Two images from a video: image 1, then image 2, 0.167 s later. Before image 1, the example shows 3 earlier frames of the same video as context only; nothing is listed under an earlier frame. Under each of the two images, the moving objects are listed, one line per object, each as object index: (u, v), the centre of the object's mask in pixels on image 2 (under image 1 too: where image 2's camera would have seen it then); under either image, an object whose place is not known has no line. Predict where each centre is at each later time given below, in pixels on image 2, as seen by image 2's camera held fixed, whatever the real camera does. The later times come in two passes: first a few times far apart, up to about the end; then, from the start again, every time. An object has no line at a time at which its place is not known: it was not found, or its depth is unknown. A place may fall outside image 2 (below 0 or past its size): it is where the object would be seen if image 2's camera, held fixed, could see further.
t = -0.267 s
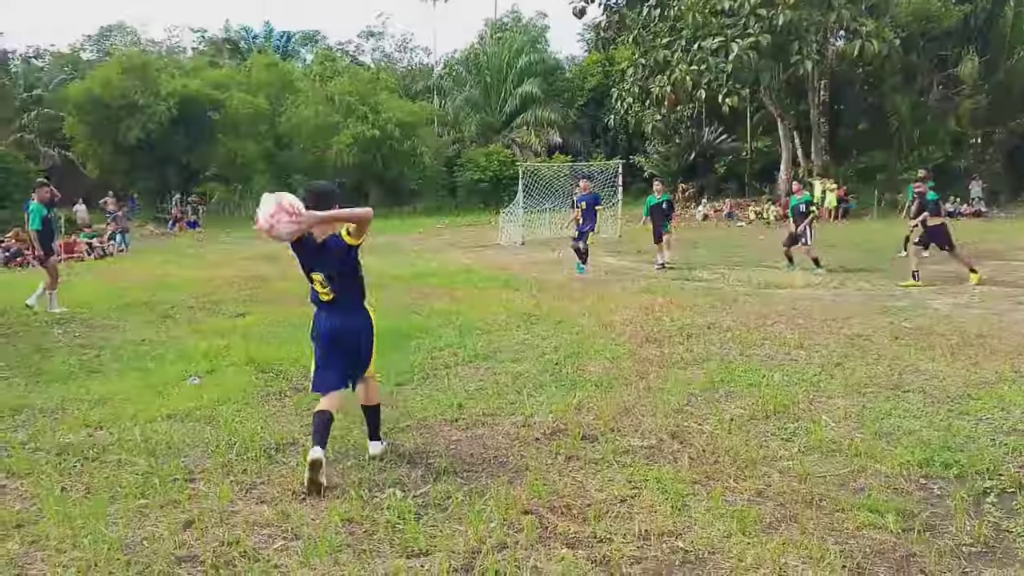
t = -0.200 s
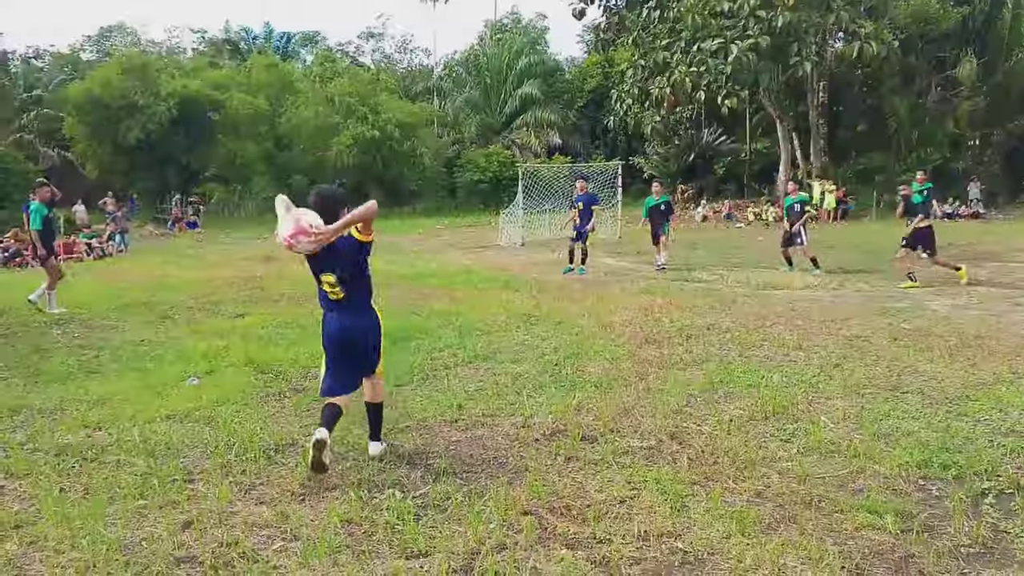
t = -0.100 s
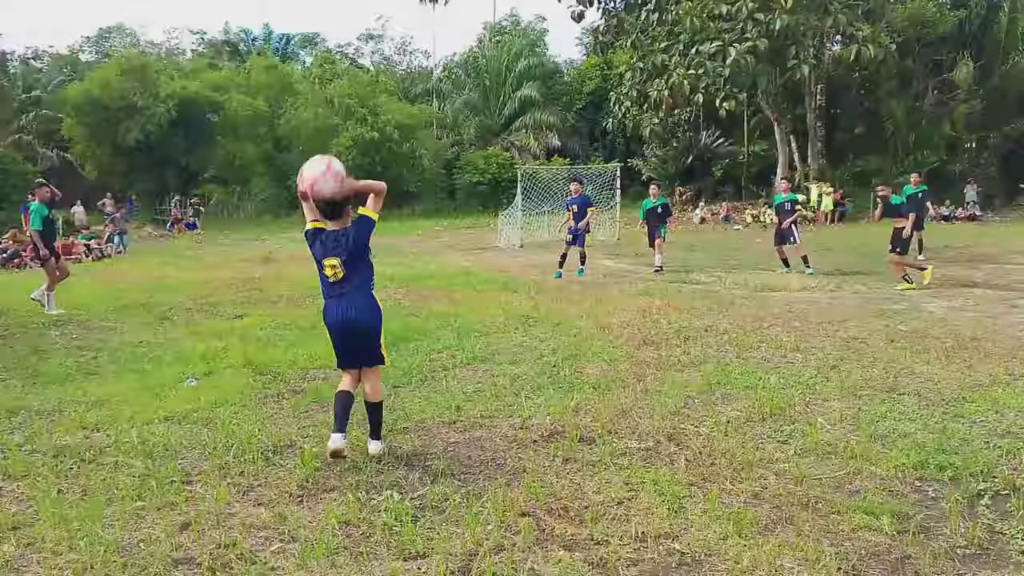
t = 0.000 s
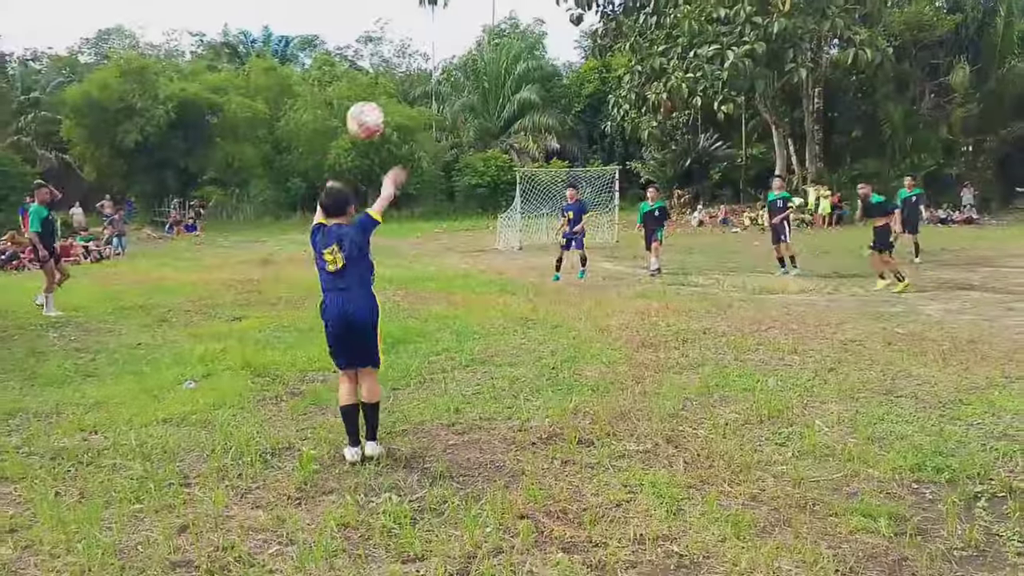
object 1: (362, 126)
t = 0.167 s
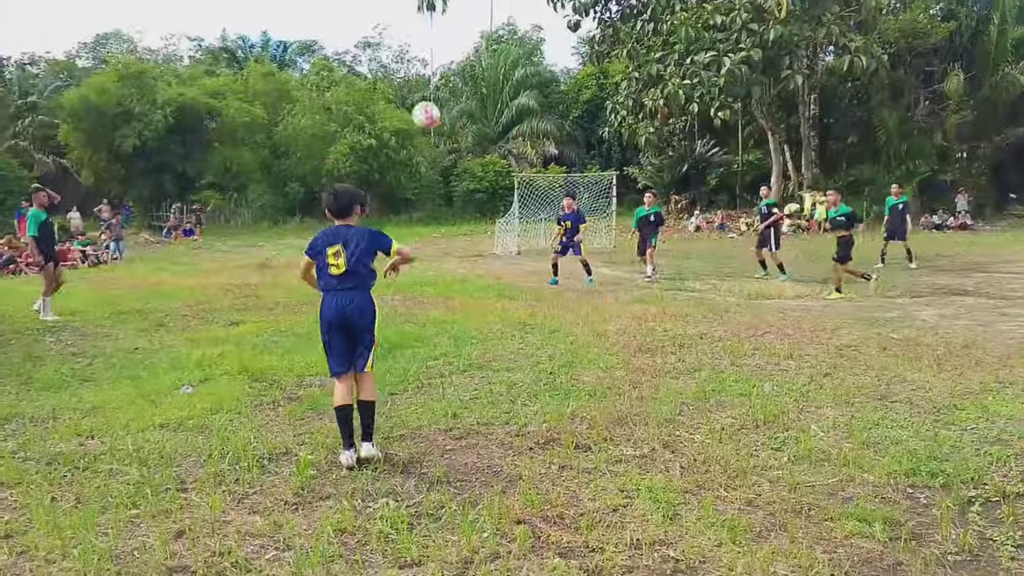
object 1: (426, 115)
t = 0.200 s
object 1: (435, 117)
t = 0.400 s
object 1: (476, 148)
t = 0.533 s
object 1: (495, 178)
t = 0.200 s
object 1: (435, 117)
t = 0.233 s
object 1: (443, 121)
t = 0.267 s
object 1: (451, 126)
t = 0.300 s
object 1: (457, 130)
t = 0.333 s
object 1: (464, 136)
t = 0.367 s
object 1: (470, 142)
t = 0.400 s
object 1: (476, 148)
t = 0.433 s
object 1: (481, 155)
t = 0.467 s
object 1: (486, 162)
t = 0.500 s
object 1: (491, 171)
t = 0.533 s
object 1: (495, 178)
